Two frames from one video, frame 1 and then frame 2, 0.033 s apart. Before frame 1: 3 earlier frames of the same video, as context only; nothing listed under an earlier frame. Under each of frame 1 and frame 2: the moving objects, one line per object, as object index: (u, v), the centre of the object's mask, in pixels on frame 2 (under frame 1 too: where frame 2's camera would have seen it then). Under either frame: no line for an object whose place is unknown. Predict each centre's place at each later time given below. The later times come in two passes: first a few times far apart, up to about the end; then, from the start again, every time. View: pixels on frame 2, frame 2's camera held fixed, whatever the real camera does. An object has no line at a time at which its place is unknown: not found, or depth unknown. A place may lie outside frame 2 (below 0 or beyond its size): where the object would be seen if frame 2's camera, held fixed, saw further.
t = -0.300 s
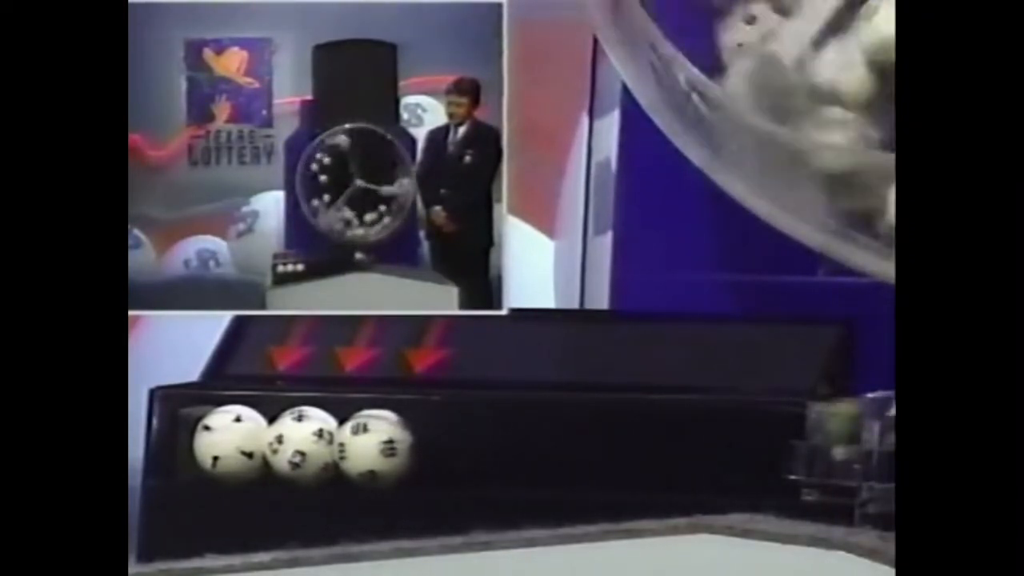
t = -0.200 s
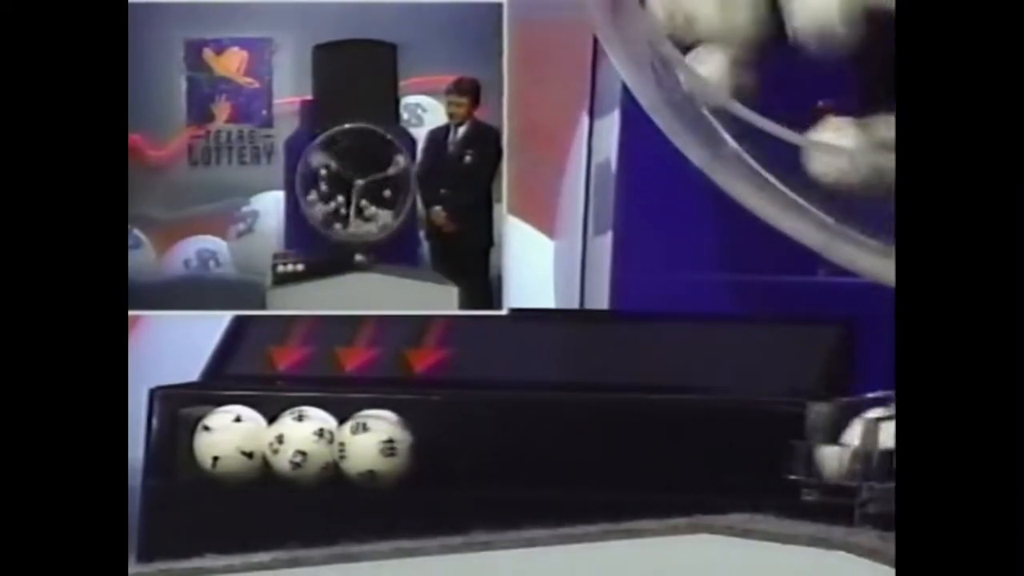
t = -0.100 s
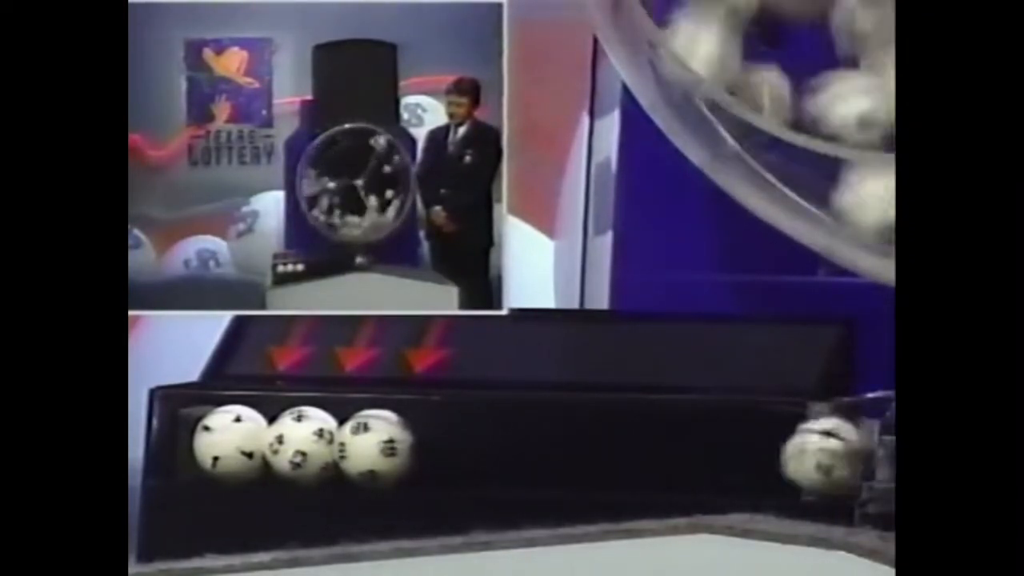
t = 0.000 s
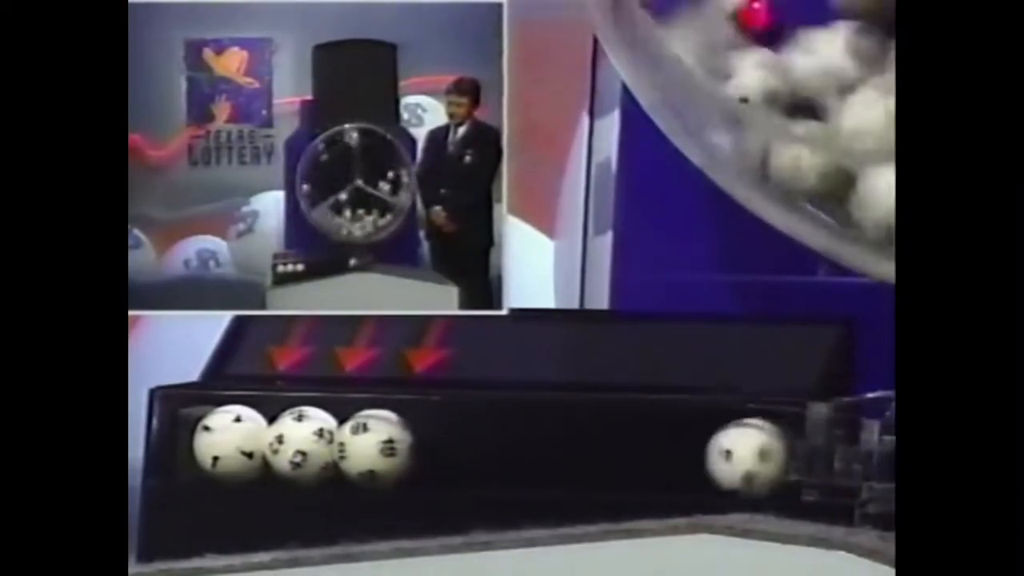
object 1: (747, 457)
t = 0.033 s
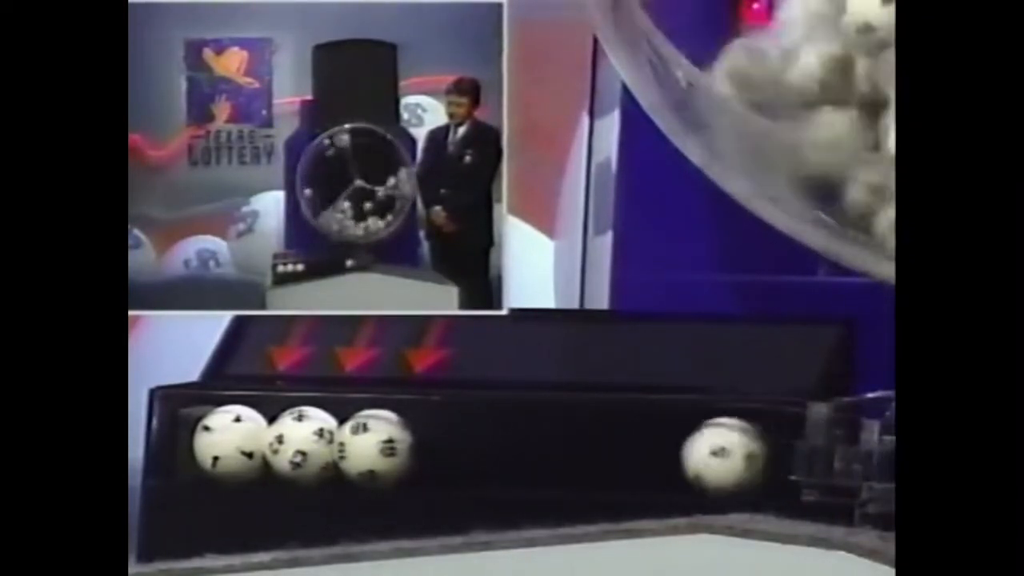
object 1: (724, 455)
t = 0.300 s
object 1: (510, 449)
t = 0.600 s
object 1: (443, 448)
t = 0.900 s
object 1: (443, 449)
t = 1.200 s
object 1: (443, 449)
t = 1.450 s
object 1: (443, 449)
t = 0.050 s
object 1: (711, 456)
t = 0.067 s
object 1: (699, 455)
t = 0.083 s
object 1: (685, 456)
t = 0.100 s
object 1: (673, 453)
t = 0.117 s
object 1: (661, 454)
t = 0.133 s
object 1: (647, 453)
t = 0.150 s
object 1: (634, 453)
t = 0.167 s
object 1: (620, 452)
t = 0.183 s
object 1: (606, 453)
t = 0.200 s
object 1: (592, 451)
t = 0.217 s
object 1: (579, 452)
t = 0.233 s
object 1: (565, 451)
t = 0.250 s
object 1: (551, 451)
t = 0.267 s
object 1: (538, 451)
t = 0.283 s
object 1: (524, 451)
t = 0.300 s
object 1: (510, 449)
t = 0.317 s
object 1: (495, 449)
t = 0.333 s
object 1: (480, 450)
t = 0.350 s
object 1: (465, 449)
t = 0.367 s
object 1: (451, 448)
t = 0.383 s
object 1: (444, 447)
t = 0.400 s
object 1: (445, 446)
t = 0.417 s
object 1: (445, 448)
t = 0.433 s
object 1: (444, 447)
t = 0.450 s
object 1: (442, 446)
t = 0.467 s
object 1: (441, 448)
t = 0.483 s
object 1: (441, 447)
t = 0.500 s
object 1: (442, 448)
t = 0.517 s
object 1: (442, 447)
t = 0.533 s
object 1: (442, 448)
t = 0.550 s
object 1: (442, 448)
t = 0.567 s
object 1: (442, 448)
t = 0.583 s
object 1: (443, 448)
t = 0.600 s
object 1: (443, 448)
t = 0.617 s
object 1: (443, 448)
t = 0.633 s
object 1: (443, 448)
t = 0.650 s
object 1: (444, 448)
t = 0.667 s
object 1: (443, 448)
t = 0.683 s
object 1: (443, 448)
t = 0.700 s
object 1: (442, 448)
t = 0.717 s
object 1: (443, 448)
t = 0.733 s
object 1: (442, 448)
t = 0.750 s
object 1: (442, 449)
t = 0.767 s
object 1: (442, 449)
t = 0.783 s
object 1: (443, 449)
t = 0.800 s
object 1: (442, 449)
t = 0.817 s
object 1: (442, 449)
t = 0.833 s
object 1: (442, 449)
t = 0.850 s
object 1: (443, 449)
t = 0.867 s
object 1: (443, 449)
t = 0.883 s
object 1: (443, 449)
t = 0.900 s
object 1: (443, 449)
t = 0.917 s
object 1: (443, 449)
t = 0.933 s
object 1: (443, 449)
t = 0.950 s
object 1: (443, 449)
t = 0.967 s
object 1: (443, 449)
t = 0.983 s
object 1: (443, 449)
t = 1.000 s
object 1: (443, 449)
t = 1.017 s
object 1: (442, 450)
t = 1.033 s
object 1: (442, 449)
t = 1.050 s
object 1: (442, 449)
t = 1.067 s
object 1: (442, 449)
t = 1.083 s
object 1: (442, 449)
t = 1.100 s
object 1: (442, 449)
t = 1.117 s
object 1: (442, 449)
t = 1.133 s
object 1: (443, 449)
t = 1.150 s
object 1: (443, 449)
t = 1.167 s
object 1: (443, 449)
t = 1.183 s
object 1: (443, 449)
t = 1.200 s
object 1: (443, 449)
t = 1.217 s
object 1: (443, 449)
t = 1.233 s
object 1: (443, 449)
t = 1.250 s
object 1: (443, 449)
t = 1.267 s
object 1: (443, 449)
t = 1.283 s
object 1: (443, 449)
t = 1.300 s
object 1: (443, 449)
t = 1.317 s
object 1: (443, 449)
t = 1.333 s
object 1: (443, 449)
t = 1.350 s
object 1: (443, 449)
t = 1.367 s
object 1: (443, 449)
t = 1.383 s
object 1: (443, 449)
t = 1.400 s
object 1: (443, 449)
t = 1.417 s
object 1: (443, 449)
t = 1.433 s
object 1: (443, 449)
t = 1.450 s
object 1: (443, 449)
